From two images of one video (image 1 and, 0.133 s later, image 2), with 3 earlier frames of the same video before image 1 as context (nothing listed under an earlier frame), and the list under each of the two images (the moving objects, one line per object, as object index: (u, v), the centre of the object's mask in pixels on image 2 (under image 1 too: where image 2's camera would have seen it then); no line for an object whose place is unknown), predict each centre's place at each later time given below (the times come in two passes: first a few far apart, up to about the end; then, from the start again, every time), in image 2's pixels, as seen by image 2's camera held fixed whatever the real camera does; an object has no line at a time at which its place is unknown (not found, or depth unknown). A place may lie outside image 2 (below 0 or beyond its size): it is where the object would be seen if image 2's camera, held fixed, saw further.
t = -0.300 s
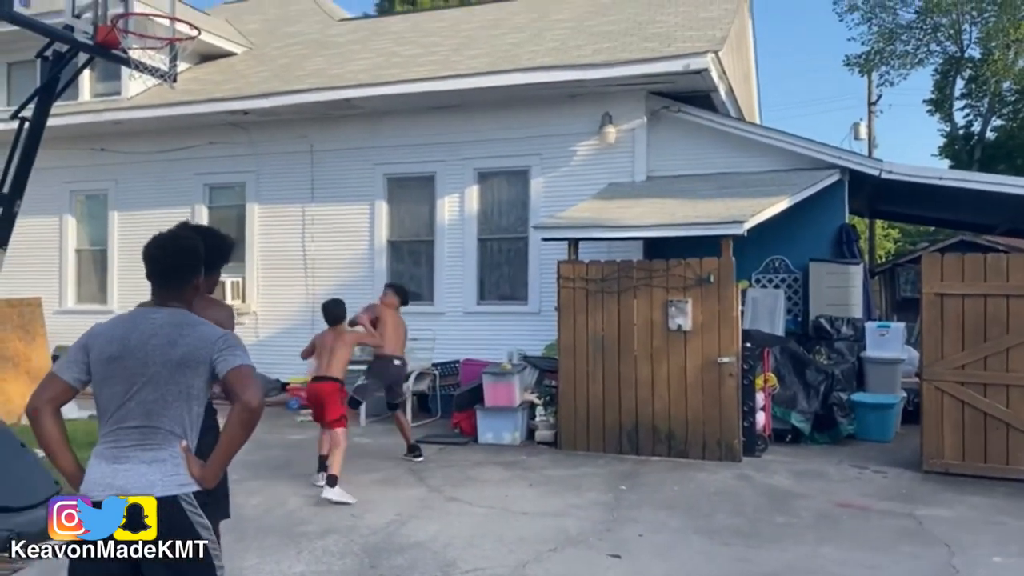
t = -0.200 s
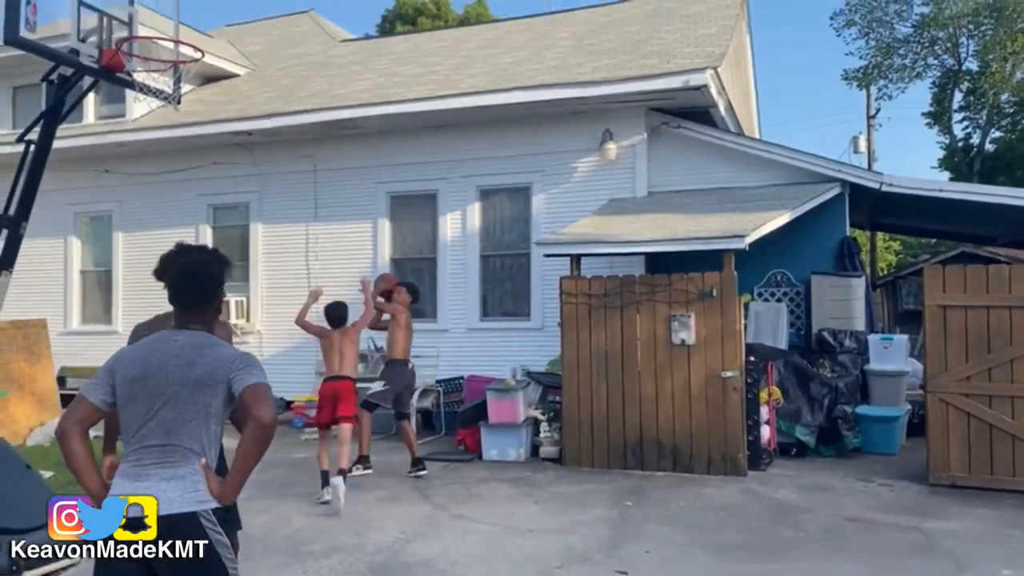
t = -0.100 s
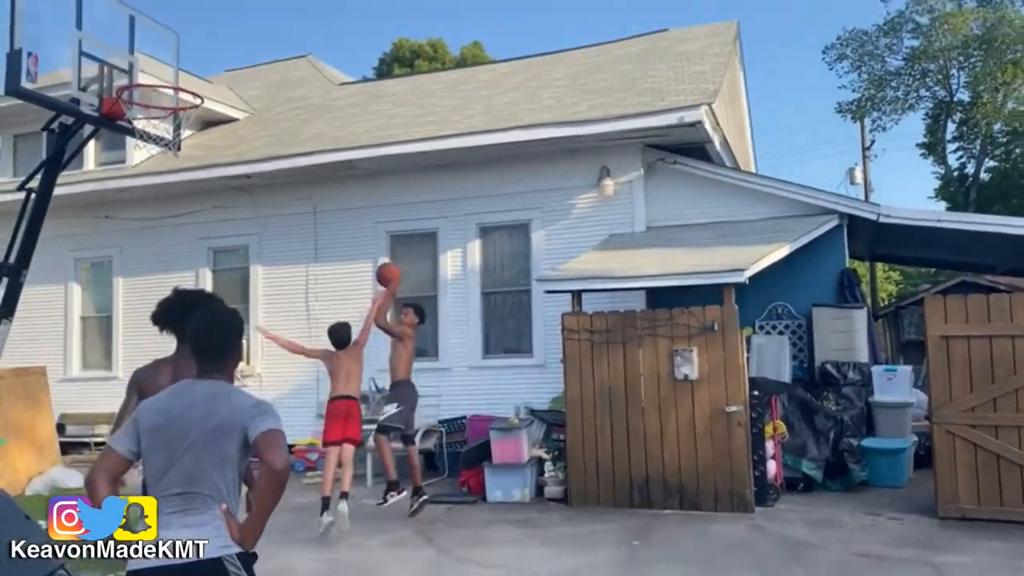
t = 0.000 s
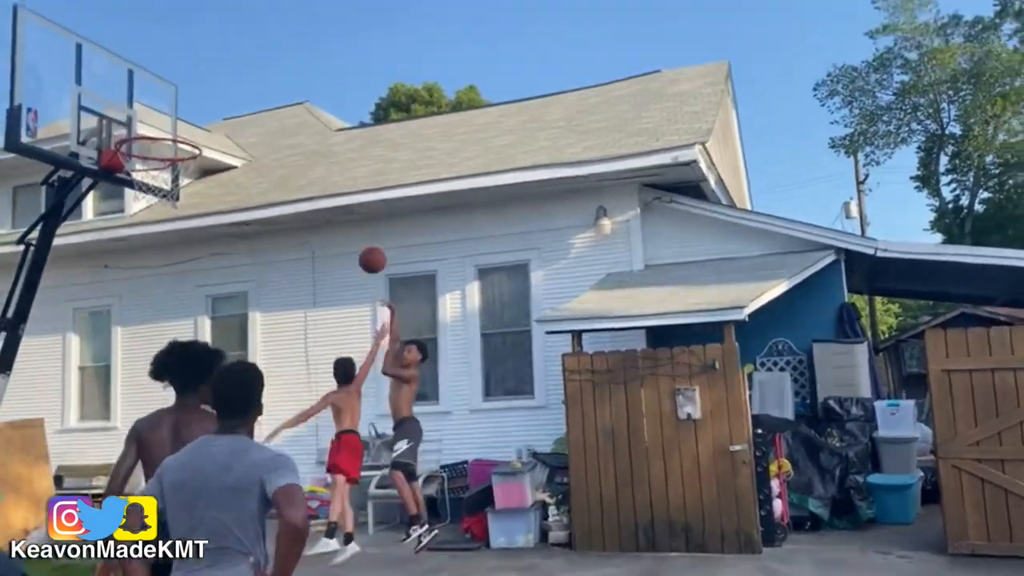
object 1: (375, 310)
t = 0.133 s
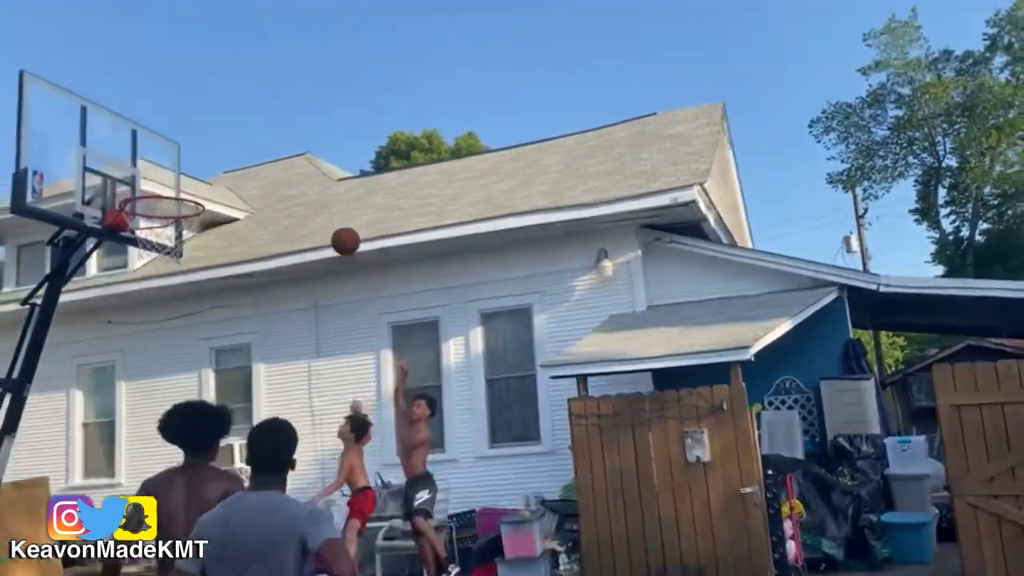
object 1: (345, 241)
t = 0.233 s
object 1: (323, 199)
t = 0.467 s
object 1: (265, 139)
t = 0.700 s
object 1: (196, 138)
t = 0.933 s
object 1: (119, 175)
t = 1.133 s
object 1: (102, 150)
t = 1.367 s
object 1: (95, 203)
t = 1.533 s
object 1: (92, 305)
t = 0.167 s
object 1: (338, 226)
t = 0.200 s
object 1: (330, 212)
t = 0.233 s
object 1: (323, 199)
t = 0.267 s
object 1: (315, 188)
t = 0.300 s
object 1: (307, 177)
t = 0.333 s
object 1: (299, 167)
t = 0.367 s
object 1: (291, 158)
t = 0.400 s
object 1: (282, 151)
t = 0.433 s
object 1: (274, 146)
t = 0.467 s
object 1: (265, 139)
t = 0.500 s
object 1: (256, 135)
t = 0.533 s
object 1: (247, 132)
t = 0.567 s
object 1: (237, 130)
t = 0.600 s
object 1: (227, 130)
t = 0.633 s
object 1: (217, 131)
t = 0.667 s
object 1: (207, 134)
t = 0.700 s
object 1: (196, 138)
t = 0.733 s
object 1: (185, 144)
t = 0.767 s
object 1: (173, 151)
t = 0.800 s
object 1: (161, 160)
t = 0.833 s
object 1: (148, 171)
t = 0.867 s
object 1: (135, 184)
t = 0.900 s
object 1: (126, 186)
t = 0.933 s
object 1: (119, 175)
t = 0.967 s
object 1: (112, 166)
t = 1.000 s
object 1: (105, 159)
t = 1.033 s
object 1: (104, 155)
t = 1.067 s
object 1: (103, 151)
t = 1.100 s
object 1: (102, 150)
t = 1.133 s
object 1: (102, 150)
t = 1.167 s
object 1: (101, 152)
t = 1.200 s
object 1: (99, 156)
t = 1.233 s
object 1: (98, 161)
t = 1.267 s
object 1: (97, 169)
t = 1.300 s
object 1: (96, 178)
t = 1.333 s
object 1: (95, 189)
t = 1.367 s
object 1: (95, 203)
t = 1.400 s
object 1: (95, 220)
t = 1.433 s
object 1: (94, 237)
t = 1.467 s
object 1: (92, 257)
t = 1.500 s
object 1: (93, 280)
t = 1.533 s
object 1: (92, 305)
